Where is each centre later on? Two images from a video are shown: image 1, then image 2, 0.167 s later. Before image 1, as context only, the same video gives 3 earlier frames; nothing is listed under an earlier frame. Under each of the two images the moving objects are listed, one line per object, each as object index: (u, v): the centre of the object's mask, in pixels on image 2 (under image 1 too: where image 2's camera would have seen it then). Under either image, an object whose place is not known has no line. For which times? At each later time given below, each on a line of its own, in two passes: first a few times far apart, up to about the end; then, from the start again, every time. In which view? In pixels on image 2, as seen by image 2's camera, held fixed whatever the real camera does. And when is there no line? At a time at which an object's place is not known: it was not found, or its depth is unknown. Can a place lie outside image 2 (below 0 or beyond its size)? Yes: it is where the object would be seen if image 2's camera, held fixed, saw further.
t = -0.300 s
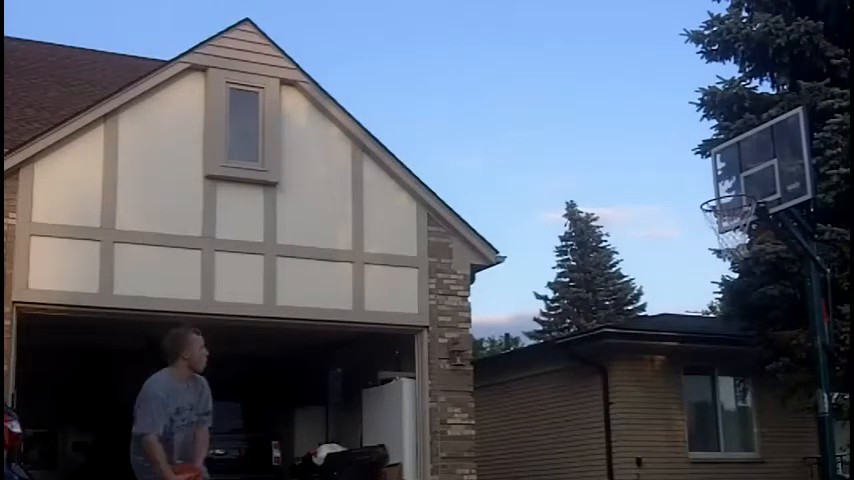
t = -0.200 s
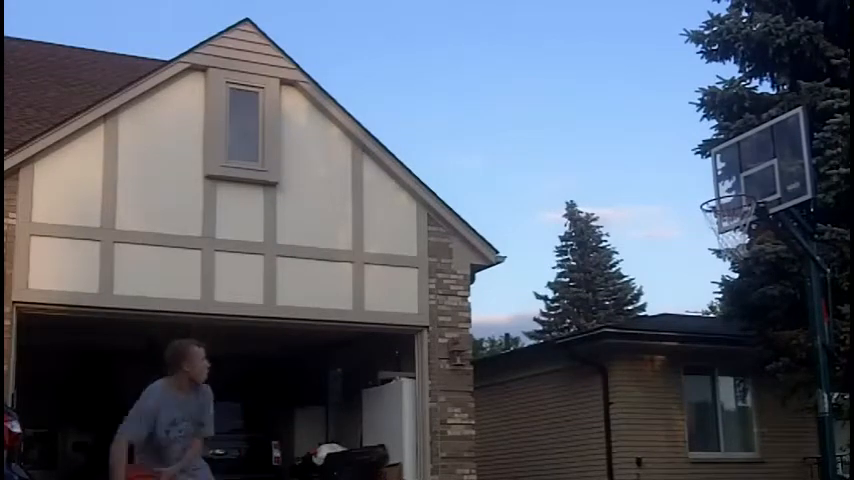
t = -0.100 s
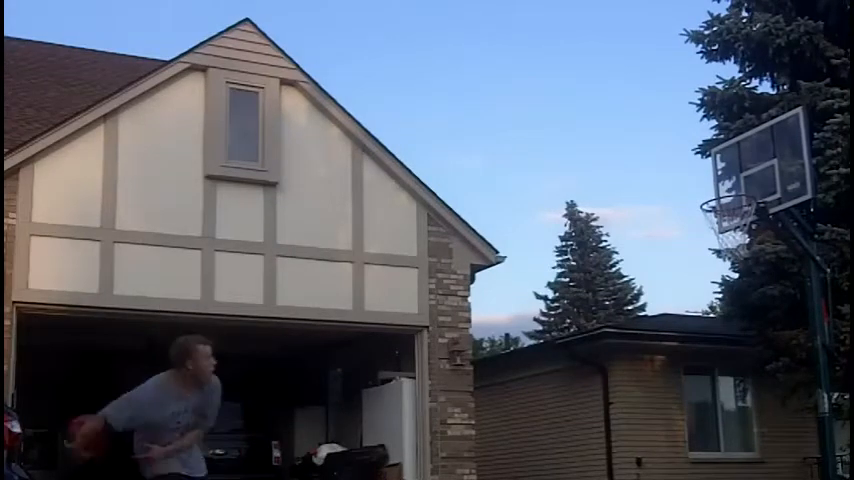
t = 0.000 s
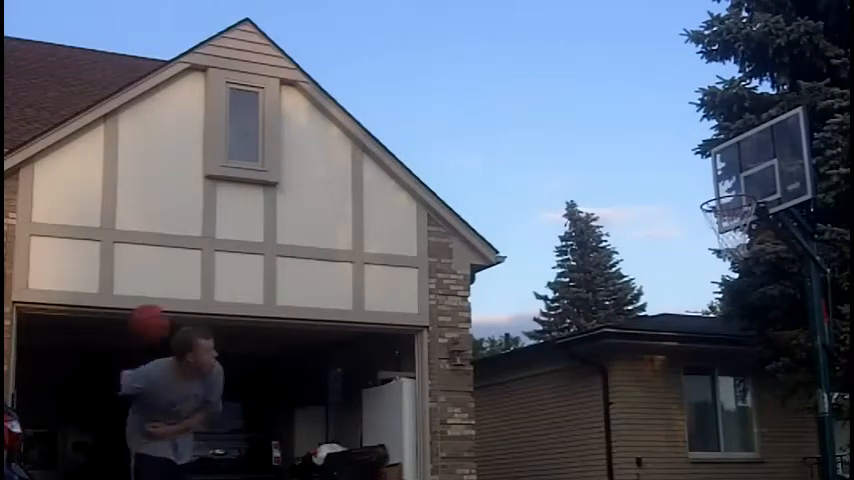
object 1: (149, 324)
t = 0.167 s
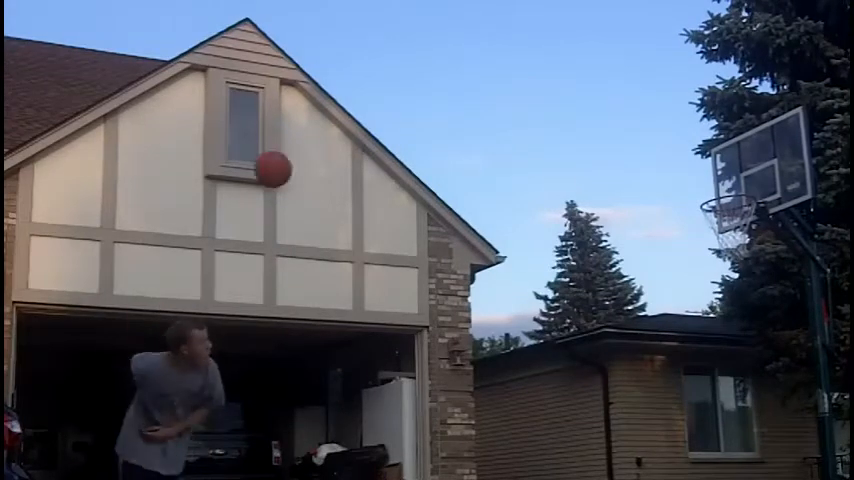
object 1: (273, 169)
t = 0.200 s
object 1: (295, 145)
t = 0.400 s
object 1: (412, 48)
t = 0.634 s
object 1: (525, 12)
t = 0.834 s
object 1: (609, 29)
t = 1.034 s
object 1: (687, 87)
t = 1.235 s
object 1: (734, 167)
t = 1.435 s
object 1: (738, 229)
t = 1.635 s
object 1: (780, 291)
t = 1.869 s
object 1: (835, 422)
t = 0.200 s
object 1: (295, 145)
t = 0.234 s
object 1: (316, 125)
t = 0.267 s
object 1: (337, 105)
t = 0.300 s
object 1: (357, 88)
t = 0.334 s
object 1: (375, 73)
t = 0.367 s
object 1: (394, 60)
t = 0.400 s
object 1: (412, 48)
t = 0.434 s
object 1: (429, 38)
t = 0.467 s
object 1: (446, 30)
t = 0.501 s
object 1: (463, 23)
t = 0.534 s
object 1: (479, 18)
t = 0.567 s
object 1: (495, 15)
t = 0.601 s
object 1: (510, 13)
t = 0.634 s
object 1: (525, 12)
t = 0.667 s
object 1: (540, 12)
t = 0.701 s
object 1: (555, 13)
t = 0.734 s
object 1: (568, 15)
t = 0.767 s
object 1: (582, 18)
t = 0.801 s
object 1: (596, 23)
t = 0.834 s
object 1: (609, 29)
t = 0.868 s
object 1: (623, 36)
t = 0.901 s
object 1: (636, 44)
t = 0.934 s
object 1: (649, 53)
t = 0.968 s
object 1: (662, 63)
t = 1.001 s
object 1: (674, 75)
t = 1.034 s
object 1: (687, 87)
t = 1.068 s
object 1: (699, 100)
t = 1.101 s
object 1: (711, 114)
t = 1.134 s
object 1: (723, 129)
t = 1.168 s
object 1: (736, 146)
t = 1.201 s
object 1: (740, 158)
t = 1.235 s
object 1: (734, 167)
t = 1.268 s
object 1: (727, 180)
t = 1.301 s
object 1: (723, 190)
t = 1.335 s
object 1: (716, 205)
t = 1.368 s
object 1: (722, 212)
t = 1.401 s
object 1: (729, 220)
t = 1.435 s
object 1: (738, 229)
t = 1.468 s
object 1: (745, 236)
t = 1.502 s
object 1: (752, 245)
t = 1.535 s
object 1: (759, 253)
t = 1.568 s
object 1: (766, 265)
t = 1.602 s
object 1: (772, 276)
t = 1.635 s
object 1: (780, 291)
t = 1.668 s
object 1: (787, 306)
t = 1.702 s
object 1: (795, 321)
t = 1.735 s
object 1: (802, 339)
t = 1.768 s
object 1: (810, 357)
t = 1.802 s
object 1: (819, 378)
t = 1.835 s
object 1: (826, 400)
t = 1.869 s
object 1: (835, 422)
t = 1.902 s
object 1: (841, 448)
